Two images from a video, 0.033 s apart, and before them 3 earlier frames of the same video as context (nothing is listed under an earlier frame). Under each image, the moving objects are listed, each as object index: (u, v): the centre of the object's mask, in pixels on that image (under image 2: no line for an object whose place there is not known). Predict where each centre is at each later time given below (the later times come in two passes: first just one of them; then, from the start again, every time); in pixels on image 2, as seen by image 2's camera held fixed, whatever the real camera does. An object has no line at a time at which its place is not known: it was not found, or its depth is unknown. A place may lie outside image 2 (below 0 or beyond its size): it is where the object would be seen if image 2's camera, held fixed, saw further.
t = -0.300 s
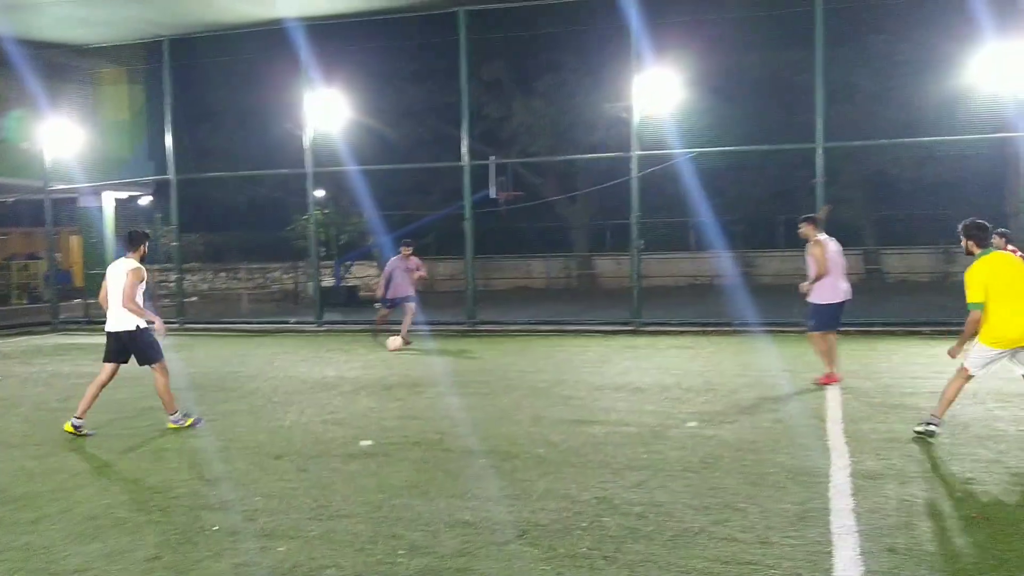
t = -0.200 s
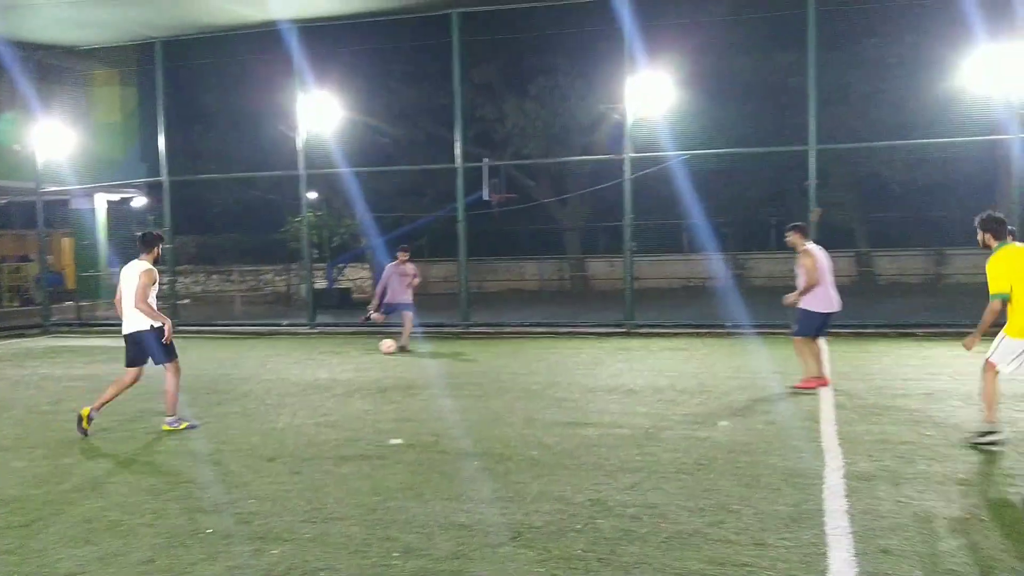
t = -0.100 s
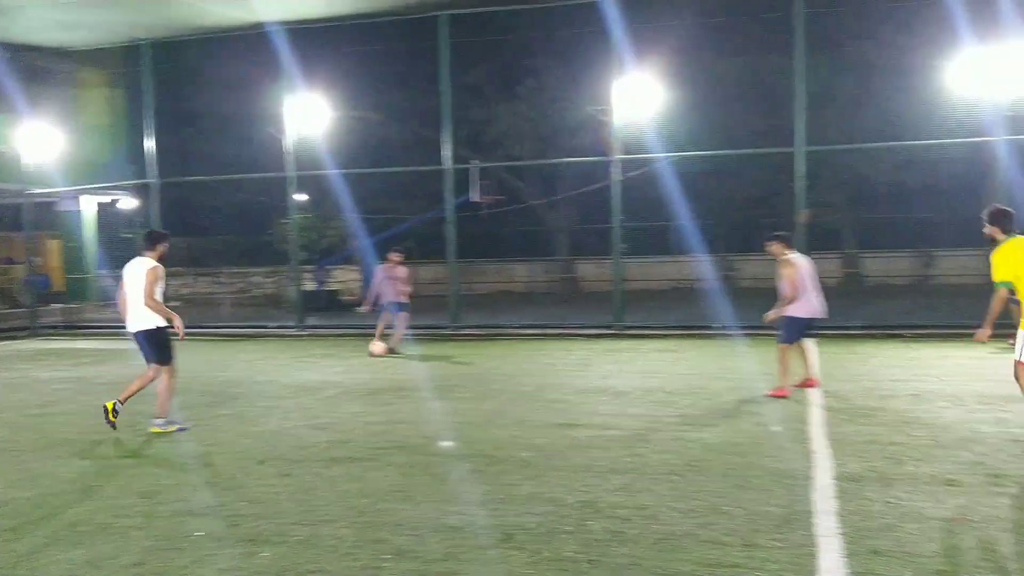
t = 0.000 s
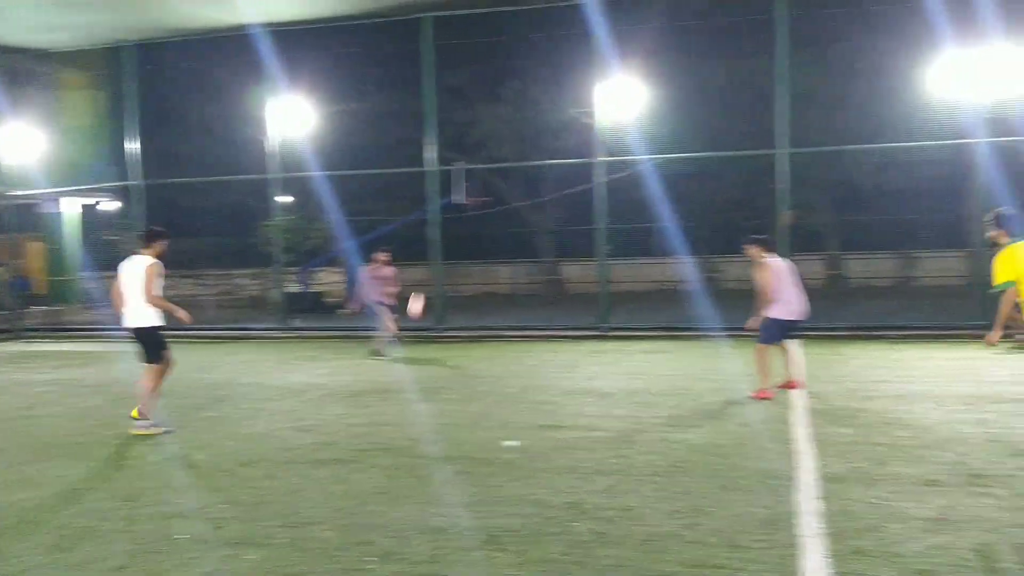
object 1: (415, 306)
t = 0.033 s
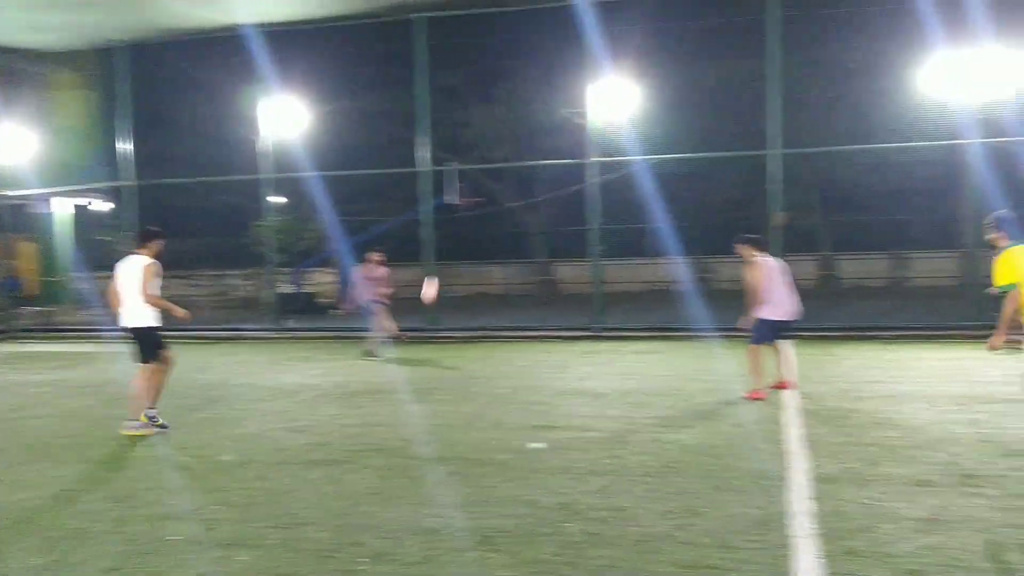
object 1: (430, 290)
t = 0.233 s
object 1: (577, 184)
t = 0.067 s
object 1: (452, 273)
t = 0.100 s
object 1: (474, 256)
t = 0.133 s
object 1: (497, 239)
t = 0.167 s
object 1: (521, 221)
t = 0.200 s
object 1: (547, 203)
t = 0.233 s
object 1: (577, 184)
